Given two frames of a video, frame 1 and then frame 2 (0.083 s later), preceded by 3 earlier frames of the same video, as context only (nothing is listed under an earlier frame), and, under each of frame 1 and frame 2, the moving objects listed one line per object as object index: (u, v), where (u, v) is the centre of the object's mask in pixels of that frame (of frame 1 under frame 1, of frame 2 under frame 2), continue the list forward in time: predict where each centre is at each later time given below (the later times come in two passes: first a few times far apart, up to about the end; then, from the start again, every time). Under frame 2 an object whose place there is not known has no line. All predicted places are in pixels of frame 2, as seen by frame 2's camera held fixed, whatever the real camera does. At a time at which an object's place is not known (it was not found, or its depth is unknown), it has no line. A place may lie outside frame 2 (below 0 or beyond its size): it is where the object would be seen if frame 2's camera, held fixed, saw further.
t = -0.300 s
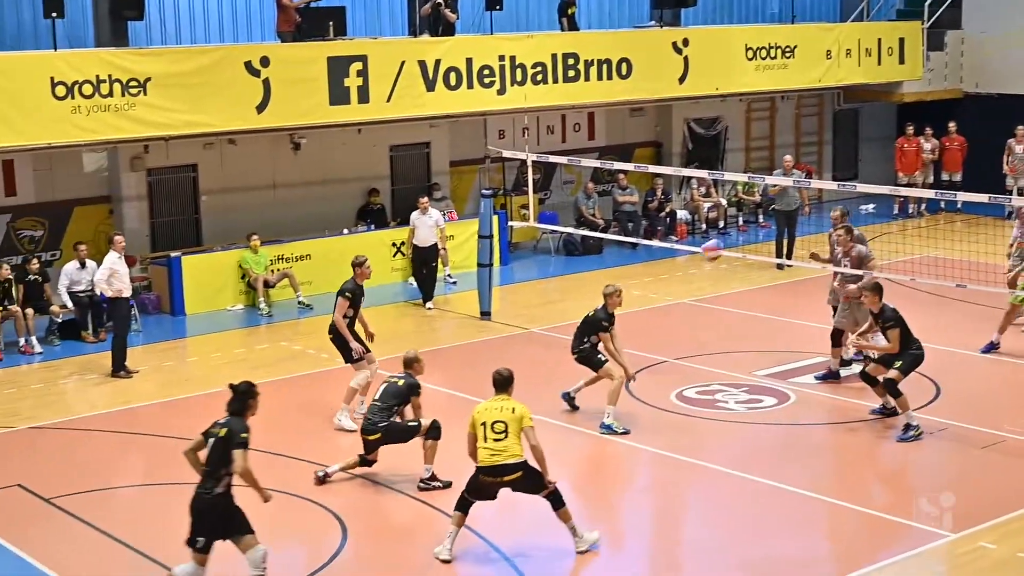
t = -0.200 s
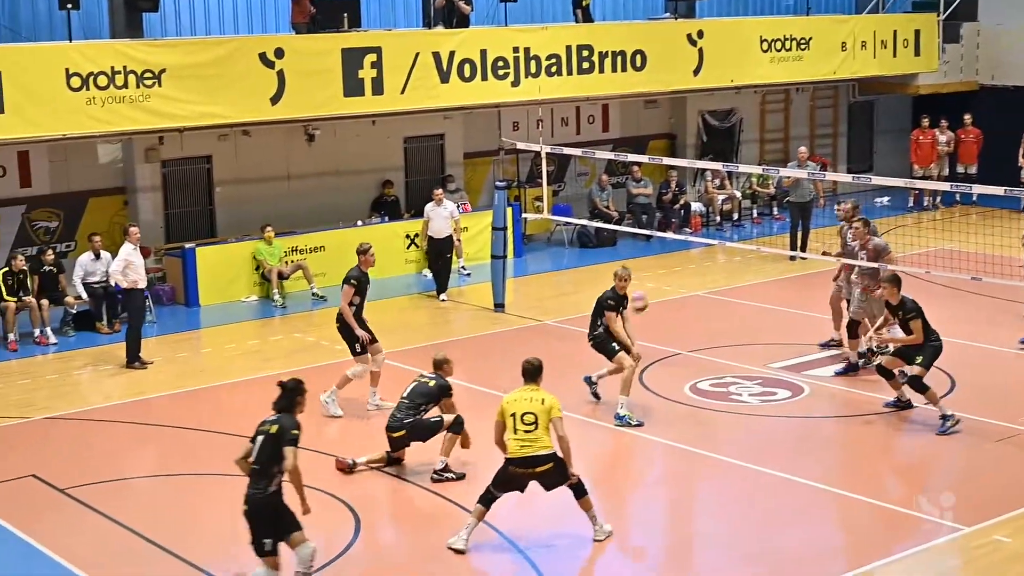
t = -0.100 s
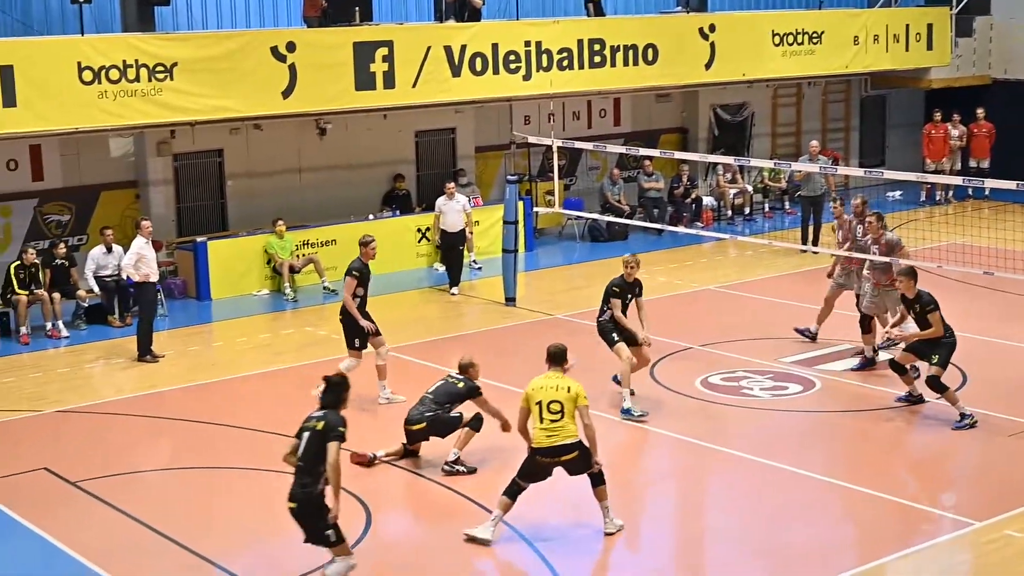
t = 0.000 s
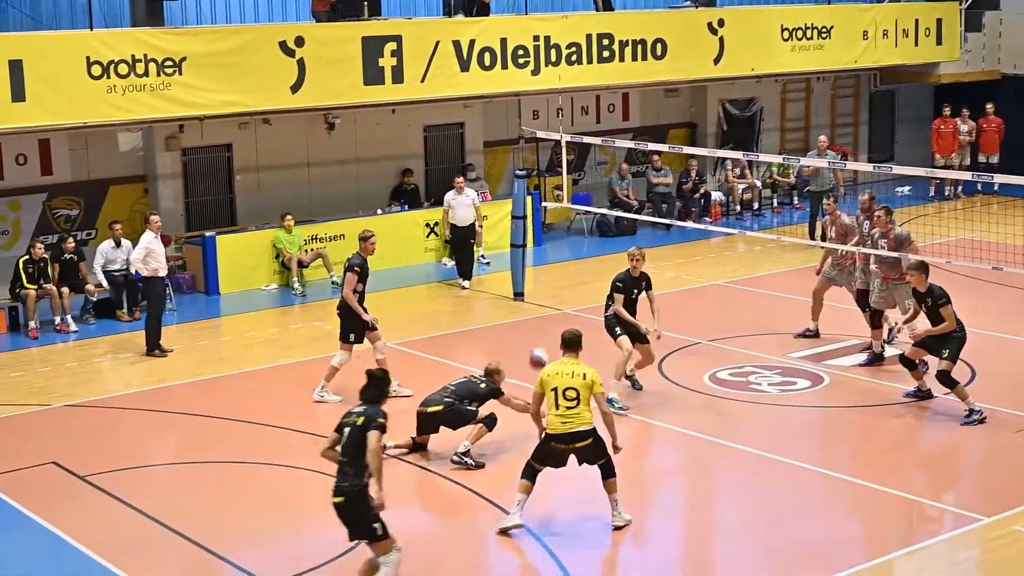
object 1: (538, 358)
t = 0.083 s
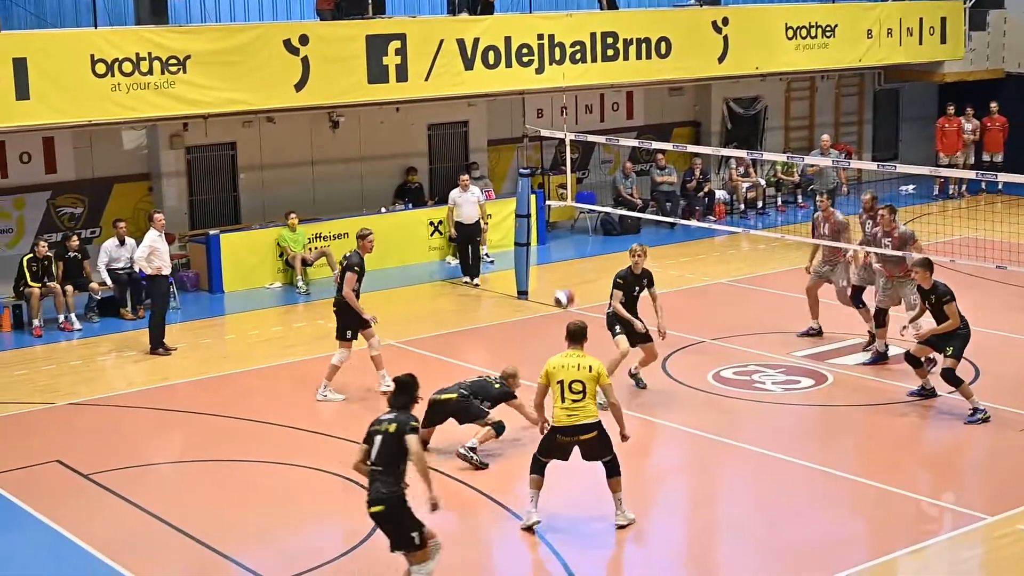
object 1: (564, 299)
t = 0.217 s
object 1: (596, 219)
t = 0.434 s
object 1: (646, 123)
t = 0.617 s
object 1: (686, 77)
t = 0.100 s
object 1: (568, 287)
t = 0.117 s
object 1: (571, 276)
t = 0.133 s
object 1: (576, 267)
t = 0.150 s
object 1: (580, 256)
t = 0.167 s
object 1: (584, 246)
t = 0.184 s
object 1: (588, 236)
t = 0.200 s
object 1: (593, 228)
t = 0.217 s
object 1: (596, 219)
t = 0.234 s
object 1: (599, 210)
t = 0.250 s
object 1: (605, 199)
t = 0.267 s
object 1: (608, 193)
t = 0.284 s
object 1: (613, 184)
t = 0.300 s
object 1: (615, 176)
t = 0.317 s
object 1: (620, 168)
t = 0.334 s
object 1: (624, 160)
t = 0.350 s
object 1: (627, 153)
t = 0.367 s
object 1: (631, 148)
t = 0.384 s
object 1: (634, 140)
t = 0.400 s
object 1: (639, 133)
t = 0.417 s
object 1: (642, 128)
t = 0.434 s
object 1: (646, 123)
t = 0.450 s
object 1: (650, 117)
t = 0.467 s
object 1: (653, 113)
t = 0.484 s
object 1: (658, 106)
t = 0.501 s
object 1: (661, 102)
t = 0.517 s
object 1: (666, 97)
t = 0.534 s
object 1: (669, 93)
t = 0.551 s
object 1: (672, 90)
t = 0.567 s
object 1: (676, 86)
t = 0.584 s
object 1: (679, 84)
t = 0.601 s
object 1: (682, 80)
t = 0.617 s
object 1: (686, 77)
